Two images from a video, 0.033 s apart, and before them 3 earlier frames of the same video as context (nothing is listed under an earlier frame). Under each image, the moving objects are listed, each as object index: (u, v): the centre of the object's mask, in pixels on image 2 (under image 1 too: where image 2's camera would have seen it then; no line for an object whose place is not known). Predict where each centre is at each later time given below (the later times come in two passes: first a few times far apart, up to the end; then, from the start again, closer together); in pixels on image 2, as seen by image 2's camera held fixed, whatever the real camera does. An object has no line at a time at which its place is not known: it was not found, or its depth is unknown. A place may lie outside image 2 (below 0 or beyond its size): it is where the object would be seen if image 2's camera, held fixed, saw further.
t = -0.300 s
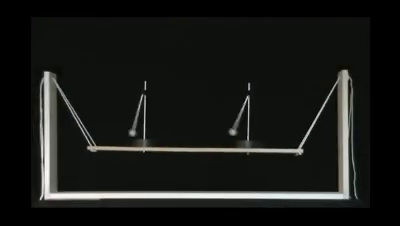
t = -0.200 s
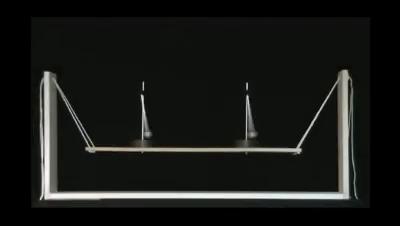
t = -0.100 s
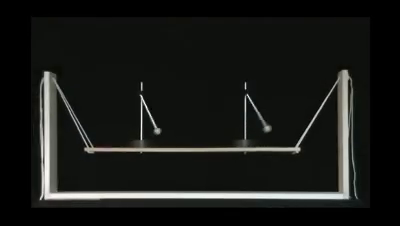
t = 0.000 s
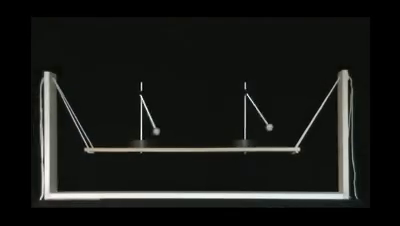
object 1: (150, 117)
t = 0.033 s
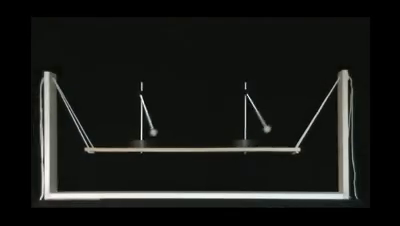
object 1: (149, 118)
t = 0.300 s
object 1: (130, 116)
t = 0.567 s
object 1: (148, 119)
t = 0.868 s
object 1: (140, 120)
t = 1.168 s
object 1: (136, 120)
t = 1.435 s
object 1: (152, 117)
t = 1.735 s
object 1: (130, 116)
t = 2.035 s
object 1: (150, 119)
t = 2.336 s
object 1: (138, 121)
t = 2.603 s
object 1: (133, 118)
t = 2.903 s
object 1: (153, 116)
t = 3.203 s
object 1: (128, 114)
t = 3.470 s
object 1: (147, 120)
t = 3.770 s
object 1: (146, 126)
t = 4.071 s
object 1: (130, 117)
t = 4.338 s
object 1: (154, 115)
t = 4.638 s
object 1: (131, 117)
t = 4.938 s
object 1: (146, 127)
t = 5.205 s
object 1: (149, 119)
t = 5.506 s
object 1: (130, 116)
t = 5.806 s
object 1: (152, 117)
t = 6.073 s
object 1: (134, 119)
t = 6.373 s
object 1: (141, 120)
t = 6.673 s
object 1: (148, 119)
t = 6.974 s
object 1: (130, 117)
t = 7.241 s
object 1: (151, 118)
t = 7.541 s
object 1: (134, 119)
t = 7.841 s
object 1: (142, 119)
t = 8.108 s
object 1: (148, 119)
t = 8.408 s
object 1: (131, 117)
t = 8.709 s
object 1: (151, 117)
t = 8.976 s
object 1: (135, 119)
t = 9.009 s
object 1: (133, 118)
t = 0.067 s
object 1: (146, 119)
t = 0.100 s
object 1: (145, 128)
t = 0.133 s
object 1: (139, 120)
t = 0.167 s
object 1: (136, 120)
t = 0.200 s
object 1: (134, 118)
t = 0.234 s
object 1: (132, 117)
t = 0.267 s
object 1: (130, 117)
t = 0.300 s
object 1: (130, 116)
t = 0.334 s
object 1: (130, 116)
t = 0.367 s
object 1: (131, 117)
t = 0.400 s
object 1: (133, 118)
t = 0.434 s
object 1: (136, 120)
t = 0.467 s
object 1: (139, 120)
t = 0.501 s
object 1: (142, 120)
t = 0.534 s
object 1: (146, 120)
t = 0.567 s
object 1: (148, 119)
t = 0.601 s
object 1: (151, 118)
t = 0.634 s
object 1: (152, 117)
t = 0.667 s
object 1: (152, 117)
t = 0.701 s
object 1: (152, 117)
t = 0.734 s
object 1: (151, 118)
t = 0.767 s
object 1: (149, 118)
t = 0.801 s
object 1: (146, 120)
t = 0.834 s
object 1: (145, 129)
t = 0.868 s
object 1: (140, 120)
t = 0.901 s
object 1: (136, 120)
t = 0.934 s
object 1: (133, 119)
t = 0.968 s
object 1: (131, 117)
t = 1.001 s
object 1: (130, 116)
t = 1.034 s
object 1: (129, 117)
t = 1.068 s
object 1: (130, 116)
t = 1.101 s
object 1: (131, 117)
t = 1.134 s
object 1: (133, 119)
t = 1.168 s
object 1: (136, 120)
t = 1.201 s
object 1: (139, 120)
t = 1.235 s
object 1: (143, 122)
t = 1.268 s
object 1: (146, 120)
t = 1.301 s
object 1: (149, 118)
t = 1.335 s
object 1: (151, 118)
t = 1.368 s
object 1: (152, 117)
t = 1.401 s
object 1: (152, 116)
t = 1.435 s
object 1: (152, 117)
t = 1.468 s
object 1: (151, 118)
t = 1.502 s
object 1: (149, 118)
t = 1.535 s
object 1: (146, 120)
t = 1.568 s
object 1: (145, 130)
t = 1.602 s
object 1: (138, 121)
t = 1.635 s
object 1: (135, 120)
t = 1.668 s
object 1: (133, 118)
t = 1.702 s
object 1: (131, 117)
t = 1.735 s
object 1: (130, 116)
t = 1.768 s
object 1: (129, 116)
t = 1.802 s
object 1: (130, 116)
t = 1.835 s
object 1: (131, 117)
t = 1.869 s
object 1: (133, 118)
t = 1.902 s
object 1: (136, 120)
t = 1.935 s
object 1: (140, 120)
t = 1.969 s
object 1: (145, 130)
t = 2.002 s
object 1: (147, 119)
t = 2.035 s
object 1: (150, 119)
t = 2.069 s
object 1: (152, 118)
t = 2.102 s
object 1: (152, 117)
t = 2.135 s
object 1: (153, 116)
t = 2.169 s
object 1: (152, 117)
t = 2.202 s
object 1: (151, 118)
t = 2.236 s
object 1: (149, 119)
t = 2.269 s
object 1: (146, 120)
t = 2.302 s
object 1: (142, 120)
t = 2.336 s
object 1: (138, 121)
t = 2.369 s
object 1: (134, 120)
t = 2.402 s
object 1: (132, 118)
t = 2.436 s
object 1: (130, 116)
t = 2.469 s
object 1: (129, 115)
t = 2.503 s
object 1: (128, 115)
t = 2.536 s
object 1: (129, 116)
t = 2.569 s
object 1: (130, 116)
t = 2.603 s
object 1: (133, 118)
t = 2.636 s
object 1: (136, 120)
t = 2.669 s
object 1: (140, 120)
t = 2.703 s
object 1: (145, 129)
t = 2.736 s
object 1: (147, 120)
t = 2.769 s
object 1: (150, 119)
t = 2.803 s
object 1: (152, 117)
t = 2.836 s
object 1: (153, 116)
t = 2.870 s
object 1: (153, 115)
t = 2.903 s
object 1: (153, 116)
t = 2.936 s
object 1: (152, 117)
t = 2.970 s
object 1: (150, 119)
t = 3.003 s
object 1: (147, 120)
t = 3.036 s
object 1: (144, 118)
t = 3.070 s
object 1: (138, 121)
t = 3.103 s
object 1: (134, 120)
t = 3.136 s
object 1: (131, 118)
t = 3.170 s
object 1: (130, 116)
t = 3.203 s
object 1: (128, 114)
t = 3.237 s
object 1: (128, 114)
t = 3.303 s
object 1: (129, 116)
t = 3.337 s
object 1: (131, 117)
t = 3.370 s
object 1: (134, 119)
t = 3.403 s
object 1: (138, 120)
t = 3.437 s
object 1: (143, 121)
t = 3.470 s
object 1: (147, 120)
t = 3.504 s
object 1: (150, 119)
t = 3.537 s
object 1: (152, 117)
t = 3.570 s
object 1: (154, 115)
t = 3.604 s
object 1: (154, 115)
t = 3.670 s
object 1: (153, 116)
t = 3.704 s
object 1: (151, 118)
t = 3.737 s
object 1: (148, 120)
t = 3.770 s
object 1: (146, 126)
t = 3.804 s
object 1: (139, 121)
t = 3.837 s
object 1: (136, 120)
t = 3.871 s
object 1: (132, 119)
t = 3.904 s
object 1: (130, 117)
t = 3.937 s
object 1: (129, 115)
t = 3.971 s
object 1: (128, 114)
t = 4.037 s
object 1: (129, 115)
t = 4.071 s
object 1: (130, 117)
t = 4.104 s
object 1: (133, 119)
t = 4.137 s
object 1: (137, 120)
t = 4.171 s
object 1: (141, 120)
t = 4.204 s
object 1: (146, 122)
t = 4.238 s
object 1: (149, 119)
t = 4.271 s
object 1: (151, 118)
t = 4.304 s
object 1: (153, 116)
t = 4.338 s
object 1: (154, 115)
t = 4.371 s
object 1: (154, 115)
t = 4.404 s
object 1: (153, 116)
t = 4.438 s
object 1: (151, 117)
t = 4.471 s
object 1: (149, 119)
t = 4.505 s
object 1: (146, 120)
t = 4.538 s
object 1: (141, 120)
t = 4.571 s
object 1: (137, 120)
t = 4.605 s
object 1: (134, 119)
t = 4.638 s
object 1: (131, 117)
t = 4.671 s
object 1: (129, 116)
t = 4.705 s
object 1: (128, 115)
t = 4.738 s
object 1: (128, 115)
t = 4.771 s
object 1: (129, 116)
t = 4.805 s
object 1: (130, 117)
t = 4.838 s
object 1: (133, 119)
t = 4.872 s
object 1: (136, 120)
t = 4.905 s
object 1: (140, 119)
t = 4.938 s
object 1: (146, 127)
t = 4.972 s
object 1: (148, 119)
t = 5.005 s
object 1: (150, 118)
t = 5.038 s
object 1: (152, 117)
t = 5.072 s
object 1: (153, 116)
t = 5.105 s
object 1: (153, 116)
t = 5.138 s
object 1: (153, 117)
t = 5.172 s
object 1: (151, 118)
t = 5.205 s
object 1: (149, 119)
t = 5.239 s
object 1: (146, 120)
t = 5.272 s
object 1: (142, 119)
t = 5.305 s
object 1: (138, 120)
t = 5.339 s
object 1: (134, 119)
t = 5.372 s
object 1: (132, 118)
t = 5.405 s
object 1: (130, 117)
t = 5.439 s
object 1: (129, 116)
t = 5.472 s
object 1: (129, 115)
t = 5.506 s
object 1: (130, 116)
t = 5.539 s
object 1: (131, 117)
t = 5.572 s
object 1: (133, 119)
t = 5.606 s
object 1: (137, 120)
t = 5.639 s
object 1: (140, 120)
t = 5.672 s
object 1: (146, 128)
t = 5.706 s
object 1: (147, 119)
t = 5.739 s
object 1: (150, 119)
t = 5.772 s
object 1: (151, 117)
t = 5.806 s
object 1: (152, 117)
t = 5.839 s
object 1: (152, 116)
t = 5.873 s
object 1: (152, 117)
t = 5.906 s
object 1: (150, 118)
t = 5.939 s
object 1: (148, 119)
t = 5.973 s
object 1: (145, 120)
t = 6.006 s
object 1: (142, 120)
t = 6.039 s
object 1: (138, 120)
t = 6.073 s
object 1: (134, 119)
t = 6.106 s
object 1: (132, 117)
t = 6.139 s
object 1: (131, 116)
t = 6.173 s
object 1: (130, 115)
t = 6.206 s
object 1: (130, 115)
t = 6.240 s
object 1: (130, 116)
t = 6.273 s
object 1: (132, 117)
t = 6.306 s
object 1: (134, 119)
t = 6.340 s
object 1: (137, 120)
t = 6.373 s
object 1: (141, 120)
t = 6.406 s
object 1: (146, 127)
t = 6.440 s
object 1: (148, 120)
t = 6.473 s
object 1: (150, 118)
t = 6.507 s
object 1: (151, 117)
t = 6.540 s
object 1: (152, 117)
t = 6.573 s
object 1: (152, 117)
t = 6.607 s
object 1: (151, 117)
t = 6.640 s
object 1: (150, 118)
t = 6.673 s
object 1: (148, 119)
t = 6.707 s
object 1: (145, 121)
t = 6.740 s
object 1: (140, 124)
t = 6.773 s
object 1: (137, 120)
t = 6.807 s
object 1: (134, 119)
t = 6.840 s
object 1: (132, 118)
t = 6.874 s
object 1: (130, 117)
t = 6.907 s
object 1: (130, 116)
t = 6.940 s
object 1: (130, 116)
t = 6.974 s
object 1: (130, 117)
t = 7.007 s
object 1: (132, 118)
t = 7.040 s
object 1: (134, 119)
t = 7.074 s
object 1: (137, 120)
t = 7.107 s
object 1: (141, 120)
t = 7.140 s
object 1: (146, 126)
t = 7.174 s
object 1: (148, 120)
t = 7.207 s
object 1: (150, 118)
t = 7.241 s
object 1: (151, 118)
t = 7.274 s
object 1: (152, 117)
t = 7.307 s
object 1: (152, 117)
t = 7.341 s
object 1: (151, 117)
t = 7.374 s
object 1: (150, 119)
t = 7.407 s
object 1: (147, 119)
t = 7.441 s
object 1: (145, 120)
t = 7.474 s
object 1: (140, 121)
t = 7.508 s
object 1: (137, 120)
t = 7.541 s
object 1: (134, 119)
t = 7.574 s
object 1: (132, 118)
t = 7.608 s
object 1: (131, 117)
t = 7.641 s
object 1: (130, 116)
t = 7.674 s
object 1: (130, 117)
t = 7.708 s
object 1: (131, 117)
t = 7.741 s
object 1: (133, 118)
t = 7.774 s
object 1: (135, 120)
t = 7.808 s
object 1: (138, 120)
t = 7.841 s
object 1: (142, 119)
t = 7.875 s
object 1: (145, 120)
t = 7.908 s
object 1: (147, 119)
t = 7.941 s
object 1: (150, 118)
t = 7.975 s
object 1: (150, 117)
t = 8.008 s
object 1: (151, 117)
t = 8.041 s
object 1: (151, 117)
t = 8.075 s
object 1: (150, 118)
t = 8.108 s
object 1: (148, 119)
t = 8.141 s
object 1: (146, 120)
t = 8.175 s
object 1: (143, 120)
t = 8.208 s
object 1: (139, 120)
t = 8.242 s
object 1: (136, 120)
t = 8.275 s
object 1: (134, 118)
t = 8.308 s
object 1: (132, 117)
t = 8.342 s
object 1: (131, 117)
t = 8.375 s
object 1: (131, 117)
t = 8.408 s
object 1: (131, 117)
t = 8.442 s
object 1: (132, 118)
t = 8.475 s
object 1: (134, 118)
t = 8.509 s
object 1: (137, 119)
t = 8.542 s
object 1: (140, 120)
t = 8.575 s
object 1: (145, 129)
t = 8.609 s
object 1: (146, 120)
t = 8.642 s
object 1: (149, 119)
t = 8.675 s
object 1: (150, 118)
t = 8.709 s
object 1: (151, 117)
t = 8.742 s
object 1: (151, 117)
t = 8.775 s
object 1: (150, 117)
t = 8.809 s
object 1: (149, 119)
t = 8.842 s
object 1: (147, 119)
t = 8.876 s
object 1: (145, 120)
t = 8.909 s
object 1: (140, 122)
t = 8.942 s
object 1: (138, 120)
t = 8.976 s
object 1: (135, 119)
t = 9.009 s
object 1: (133, 118)
